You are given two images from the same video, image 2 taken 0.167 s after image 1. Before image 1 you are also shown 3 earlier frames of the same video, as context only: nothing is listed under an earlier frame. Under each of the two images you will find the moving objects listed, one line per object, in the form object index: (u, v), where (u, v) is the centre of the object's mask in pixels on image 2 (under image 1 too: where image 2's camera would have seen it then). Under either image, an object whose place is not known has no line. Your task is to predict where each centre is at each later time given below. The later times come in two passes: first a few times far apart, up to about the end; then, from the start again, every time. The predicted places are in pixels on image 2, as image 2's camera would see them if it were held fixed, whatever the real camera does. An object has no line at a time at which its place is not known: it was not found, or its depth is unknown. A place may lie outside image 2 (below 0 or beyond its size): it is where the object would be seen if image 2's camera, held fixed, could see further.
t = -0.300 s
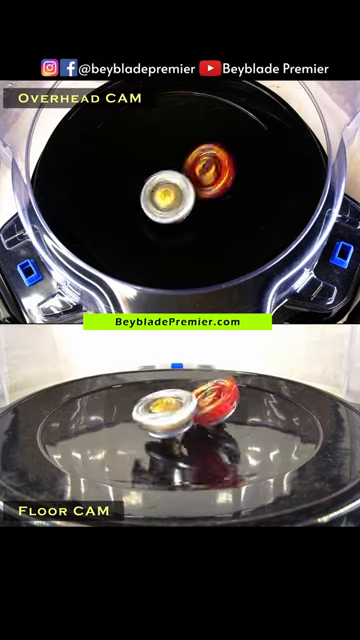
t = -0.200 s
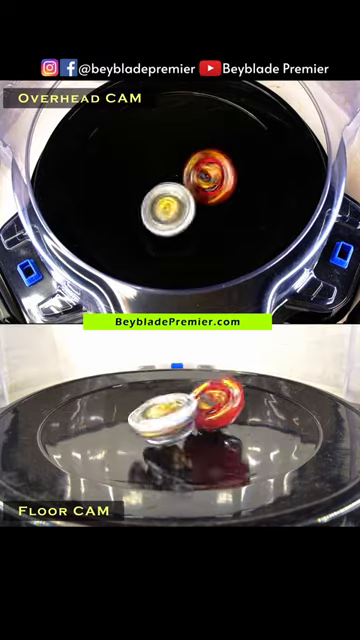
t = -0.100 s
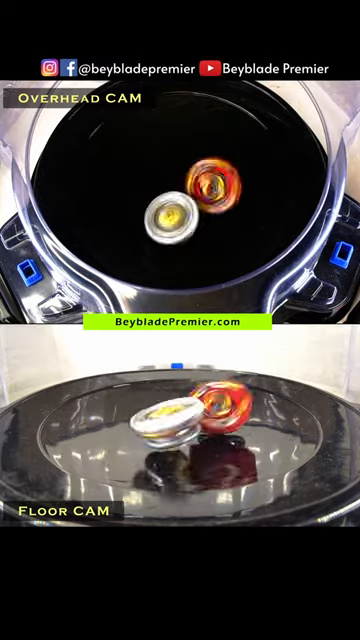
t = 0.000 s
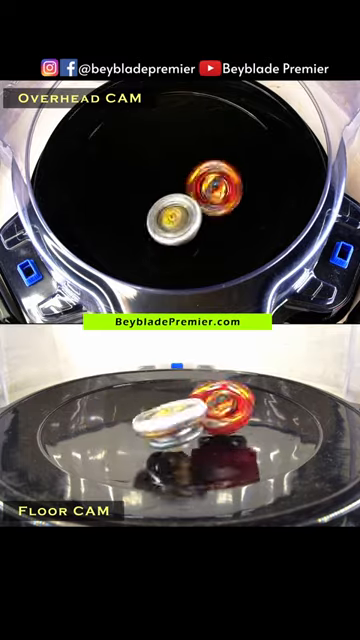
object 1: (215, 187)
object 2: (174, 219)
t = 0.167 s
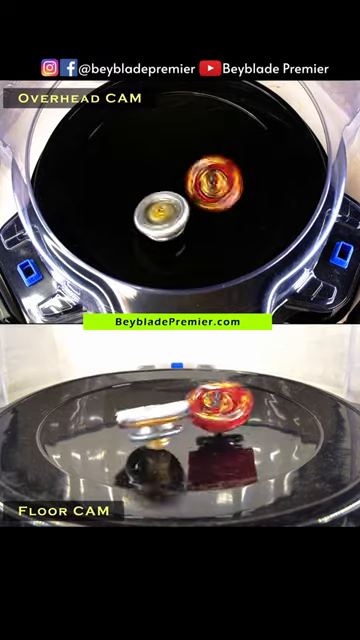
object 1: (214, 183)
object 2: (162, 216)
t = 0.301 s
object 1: (202, 181)
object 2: (150, 205)
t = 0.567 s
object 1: (194, 175)
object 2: (137, 178)
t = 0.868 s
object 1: (208, 196)
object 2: (139, 138)
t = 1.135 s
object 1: (223, 189)
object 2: (160, 123)
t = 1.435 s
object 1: (214, 217)
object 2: (200, 132)
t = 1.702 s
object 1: (187, 212)
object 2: (224, 168)
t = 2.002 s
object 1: (156, 195)
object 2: (224, 207)
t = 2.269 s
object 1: (162, 175)
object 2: (176, 230)
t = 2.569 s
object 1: (174, 176)
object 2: (132, 212)
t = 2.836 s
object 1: (193, 178)
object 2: (129, 177)
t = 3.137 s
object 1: (202, 187)
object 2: (166, 146)
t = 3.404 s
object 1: (200, 190)
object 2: (198, 140)
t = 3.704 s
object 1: (180, 209)
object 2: (216, 166)
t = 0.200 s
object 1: (212, 183)
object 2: (158, 214)
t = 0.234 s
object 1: (209, 183)
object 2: (156, 211)
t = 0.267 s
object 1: (206, 182)
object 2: (153, 208)
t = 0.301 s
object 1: (202, 181)
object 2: (150, 205)
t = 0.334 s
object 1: (200, 179)
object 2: (146, 203)
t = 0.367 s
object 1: (198, 178)
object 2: (142, 199)
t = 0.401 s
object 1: (197, 177)
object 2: (139, 196)
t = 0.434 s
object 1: (196, 175)
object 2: (137, 193)
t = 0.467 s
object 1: (196, 175)
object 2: (135, 189)
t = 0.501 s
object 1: (195, 175)
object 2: (135, 185)
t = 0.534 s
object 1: (194, 175)
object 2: (136, 182)
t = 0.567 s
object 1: (194, 175)
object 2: (137, 178)
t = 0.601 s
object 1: (194, 175)
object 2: (138, 174)
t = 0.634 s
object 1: (197, 177)
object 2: (138, 170)
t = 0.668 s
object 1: (199, 179)
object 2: (138, 166)
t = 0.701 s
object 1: (199, 181)
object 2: (139, 163)
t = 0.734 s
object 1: (196, 183)
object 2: (141, 159)
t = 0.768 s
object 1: (193, 183)
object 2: (143, 157)
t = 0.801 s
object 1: (194, 185)
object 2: (144, 153)
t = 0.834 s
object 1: (200, 192)
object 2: (141, 145)
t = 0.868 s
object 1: (208, 196)
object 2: (139, 138)
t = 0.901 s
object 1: (215, 199)
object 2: (139, 132)
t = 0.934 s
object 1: (220, 200)
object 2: (138, 127)
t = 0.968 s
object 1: (224, 200)
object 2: (140, 124)
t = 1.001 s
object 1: (226, 199)
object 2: (143, 122)
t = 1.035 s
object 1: (226, 198)
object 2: (145, 120)
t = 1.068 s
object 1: (225, 195)
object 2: (149, 120)
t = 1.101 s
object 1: (224, 192)
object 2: (155, 121)
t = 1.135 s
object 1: (223, 189)
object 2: (160, 123)
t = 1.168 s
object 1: (220, 186)
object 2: (167, 128)
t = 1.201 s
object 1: (218, 183)
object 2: (174, 133)
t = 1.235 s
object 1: (215, 180)
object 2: (181, 138)
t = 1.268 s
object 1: (215, 181)
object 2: (187, 142)
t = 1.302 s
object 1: (218, 191)
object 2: (190, 138)
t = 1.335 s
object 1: (219, 201)
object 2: (192, 134)
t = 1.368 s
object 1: (218, 208)
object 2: (194, 132)
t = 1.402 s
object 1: (216, 213)
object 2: (197, 132)
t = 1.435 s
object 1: (214, 217)
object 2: (200, 132)
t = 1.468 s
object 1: (212, 218)
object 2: (203, 135)
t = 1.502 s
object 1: (210, 218)
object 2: (207, 138)
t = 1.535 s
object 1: (207, 217)
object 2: (209, 142)
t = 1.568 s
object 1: (206, 215)
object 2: (212, 148)
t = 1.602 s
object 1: (203, 213)
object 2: (215, 154)
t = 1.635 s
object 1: (201, 211)
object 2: (216, 161)
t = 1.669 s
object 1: (196, 210)
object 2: (220, 166)
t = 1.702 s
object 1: (187, 212)
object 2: (224, 168)
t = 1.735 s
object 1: (180, 212)
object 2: (229, 172)
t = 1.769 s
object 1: (171, 213)
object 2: (232, 175)
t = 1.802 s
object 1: (163, 213)
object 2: (235, 180)
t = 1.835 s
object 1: (157, 211)
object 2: (236, 184)
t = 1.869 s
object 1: (153, 208)
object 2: (235, 189)
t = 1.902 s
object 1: (151, 204)
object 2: (234, 195)
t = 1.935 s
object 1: (151, 201)
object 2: (232, 199)
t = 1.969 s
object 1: (153, 198)
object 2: (229, 203)
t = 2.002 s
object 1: (156, 195)
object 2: (224, 207)
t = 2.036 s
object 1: (159, 194)
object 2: (218, 211)
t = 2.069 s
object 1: (161, 193)
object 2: (212, 214)
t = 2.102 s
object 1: (161, 190)
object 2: (206, 218)
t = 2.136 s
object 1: (159, 188)
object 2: (201, 222)
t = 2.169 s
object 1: (156, 184)
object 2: (195, 225)
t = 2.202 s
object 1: (157, 180)
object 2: (189, 228)
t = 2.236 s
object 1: (159, 177)
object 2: (183, 229)
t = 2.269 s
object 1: (162, 175)
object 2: (176, 230)
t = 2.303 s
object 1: (165, 175)
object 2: (169, 230)
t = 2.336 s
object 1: (167, 176)
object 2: (162, 229)
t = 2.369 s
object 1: (168, 177)
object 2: (156, 227)
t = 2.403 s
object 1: (169, 176)
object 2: (150, 226)
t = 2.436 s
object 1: (169, 176)
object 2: (144, 225)
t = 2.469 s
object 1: (170, 175)
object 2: (140, 222)
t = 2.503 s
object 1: (171, 175)
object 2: (136, 219)
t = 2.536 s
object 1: (172, 175)
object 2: (134, 215)
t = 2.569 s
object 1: (174, 176)
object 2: (132, 212)
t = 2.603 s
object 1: (179, 175)
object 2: (129, 208)
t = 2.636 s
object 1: (183, 175)
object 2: (127, 204)
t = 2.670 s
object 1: (186, 176)
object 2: (127, 200)
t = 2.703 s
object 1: (187, 178)
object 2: (128, 196)
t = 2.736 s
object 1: (184, 180)
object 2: (130, 191)
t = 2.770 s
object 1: (186, 179)
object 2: (129, 186)
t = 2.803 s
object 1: (190, 178)
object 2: (129, 182)
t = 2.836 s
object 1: (193, 178)
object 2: (129, 177)
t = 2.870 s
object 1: (196, 178)
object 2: (131, 173)
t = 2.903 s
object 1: (198, 179)
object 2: (133, 170)
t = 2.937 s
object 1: (200, 181)
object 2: (136, 165)
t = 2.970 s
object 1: (201, 182)
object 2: (141, 162)
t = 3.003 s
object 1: (201, 182)
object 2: (146, 159)
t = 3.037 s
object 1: (201, 182)
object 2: (152, 157)
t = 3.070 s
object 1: (201, 182)
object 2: (157, 154)
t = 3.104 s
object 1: (200, 183)
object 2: (163, 151)
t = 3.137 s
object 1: (202, 187)
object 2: (166, 146)
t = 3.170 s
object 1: (204, 189)
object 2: (169, 142)
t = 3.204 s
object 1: (206, 191)
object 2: (173, 138)
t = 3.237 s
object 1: (206, 192)
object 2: (177, 136)
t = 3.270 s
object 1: (206, 193)
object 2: (182, 135)
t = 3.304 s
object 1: (205, 192)
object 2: (186, 135)
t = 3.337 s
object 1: (204, 192)
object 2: (190, 136)
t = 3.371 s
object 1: (202, 191)
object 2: (194, 138)
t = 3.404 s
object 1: (200, 190)
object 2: (198, 140)
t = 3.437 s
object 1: (197, 189)
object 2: (203, 142)
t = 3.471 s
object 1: (195, 193)
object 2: (207, 143)
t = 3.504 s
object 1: (191, 197)
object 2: (211, 144)
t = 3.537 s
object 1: (189, 201)
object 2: (213, 145)
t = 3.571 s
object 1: (187, 203)
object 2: (216, 149)
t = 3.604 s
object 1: (186, 205)
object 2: (216, 153)
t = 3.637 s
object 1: (185, 205)
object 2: (216, 158)
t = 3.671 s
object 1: (184, 206)
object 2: (216, 163)
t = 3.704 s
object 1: (180, 209)
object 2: (216, 166)
